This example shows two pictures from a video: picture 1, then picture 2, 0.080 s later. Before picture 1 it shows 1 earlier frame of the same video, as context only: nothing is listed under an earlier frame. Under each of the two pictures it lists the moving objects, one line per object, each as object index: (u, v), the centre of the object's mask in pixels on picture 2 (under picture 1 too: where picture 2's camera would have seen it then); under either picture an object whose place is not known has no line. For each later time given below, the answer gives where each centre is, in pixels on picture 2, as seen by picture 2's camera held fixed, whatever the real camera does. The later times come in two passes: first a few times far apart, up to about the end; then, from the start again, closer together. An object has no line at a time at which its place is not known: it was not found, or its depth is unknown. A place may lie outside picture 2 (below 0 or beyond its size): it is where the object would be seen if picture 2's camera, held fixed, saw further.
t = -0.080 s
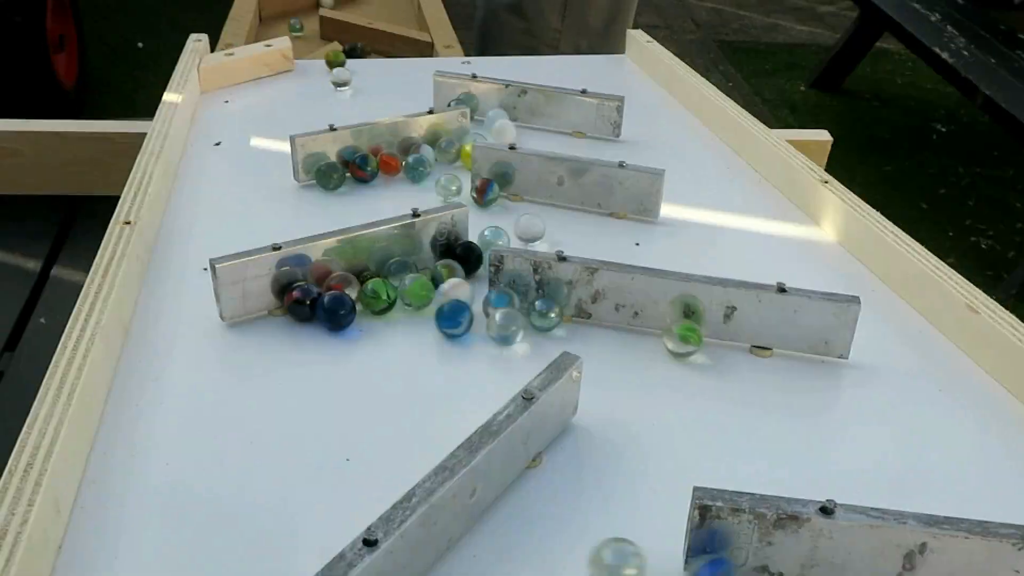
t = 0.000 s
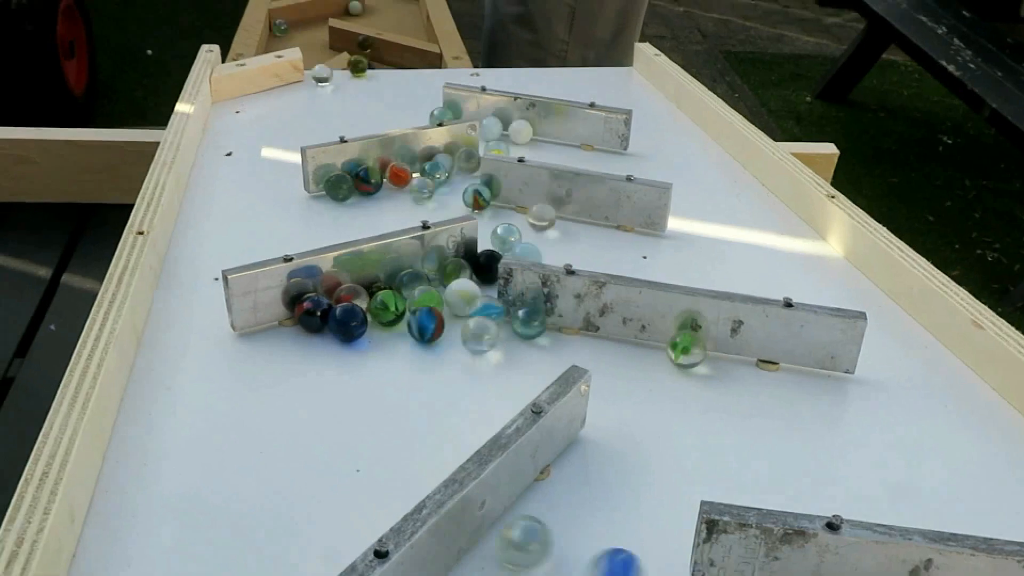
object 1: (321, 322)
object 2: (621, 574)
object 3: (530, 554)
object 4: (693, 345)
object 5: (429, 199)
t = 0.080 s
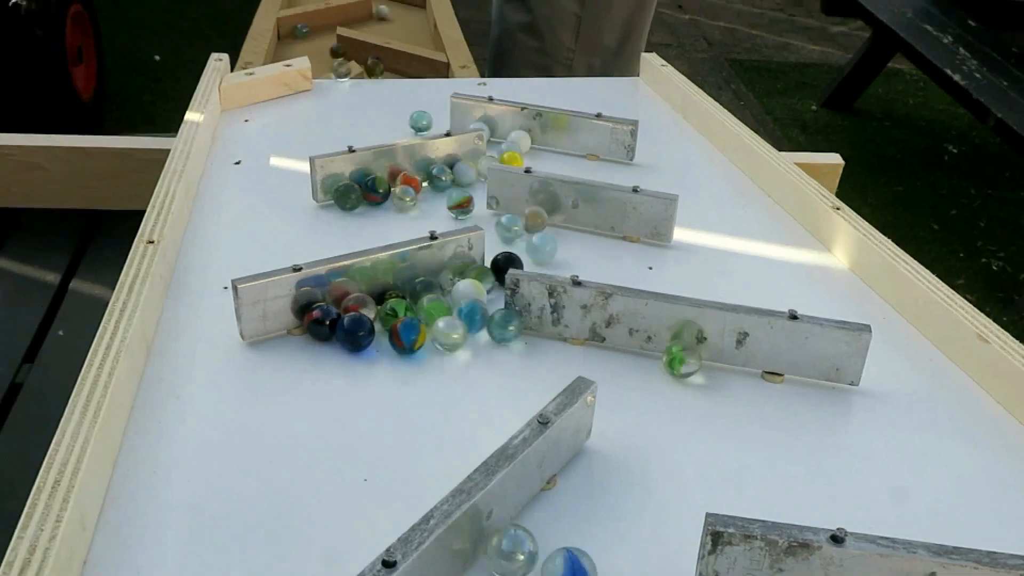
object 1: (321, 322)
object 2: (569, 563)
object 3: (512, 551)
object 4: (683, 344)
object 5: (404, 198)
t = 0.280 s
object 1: (303, 327)
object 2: (557, 544)
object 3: (543, 508)
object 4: (635, 336)
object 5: (376, 201)
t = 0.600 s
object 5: (371, 202)
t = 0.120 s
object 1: (320, 322)
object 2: (561, 560)
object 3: (511, 548)
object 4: (678, 348)
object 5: (396, 200)
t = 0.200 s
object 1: (312, 323)
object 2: (562, 555)
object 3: (527, 535)
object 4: (659, 343)
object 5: (384, 202)
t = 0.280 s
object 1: (303, 327)
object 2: (557, 544)
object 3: (543, 508)
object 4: (635, 336)
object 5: (376, 201)
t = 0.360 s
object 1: (294, 328)
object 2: (544, 520)
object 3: (570, 482)
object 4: (596, 328)
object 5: (378, 201)
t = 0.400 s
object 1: (290, 329)
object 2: (548, 508)
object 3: (584, 468)
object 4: (577, 338)
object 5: (376, 203)
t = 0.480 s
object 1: (284, 331)
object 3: (615, 434)
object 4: (534, 319)
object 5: (374, 202)
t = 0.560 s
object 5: (374, 201)
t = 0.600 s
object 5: (371, 202)
